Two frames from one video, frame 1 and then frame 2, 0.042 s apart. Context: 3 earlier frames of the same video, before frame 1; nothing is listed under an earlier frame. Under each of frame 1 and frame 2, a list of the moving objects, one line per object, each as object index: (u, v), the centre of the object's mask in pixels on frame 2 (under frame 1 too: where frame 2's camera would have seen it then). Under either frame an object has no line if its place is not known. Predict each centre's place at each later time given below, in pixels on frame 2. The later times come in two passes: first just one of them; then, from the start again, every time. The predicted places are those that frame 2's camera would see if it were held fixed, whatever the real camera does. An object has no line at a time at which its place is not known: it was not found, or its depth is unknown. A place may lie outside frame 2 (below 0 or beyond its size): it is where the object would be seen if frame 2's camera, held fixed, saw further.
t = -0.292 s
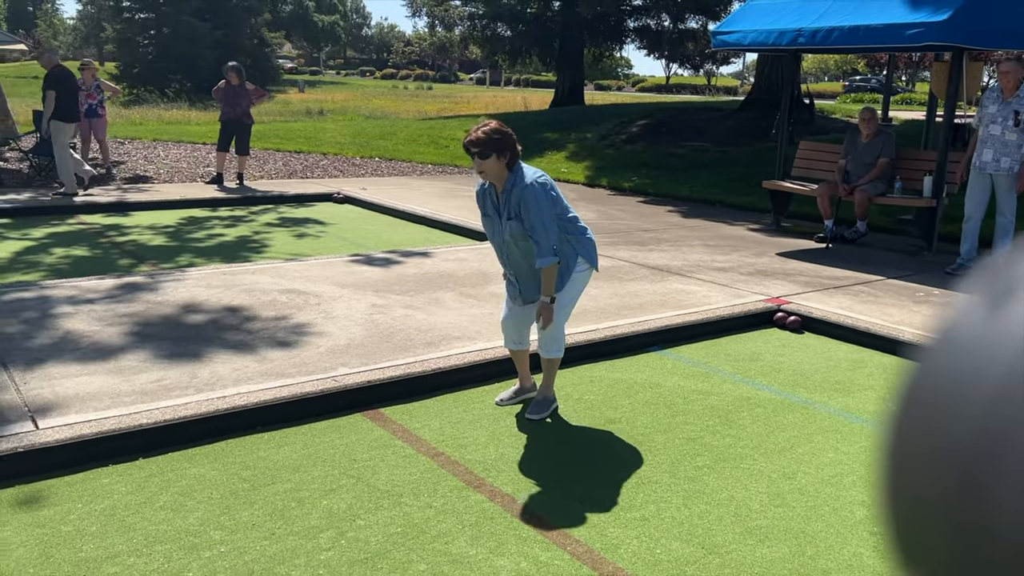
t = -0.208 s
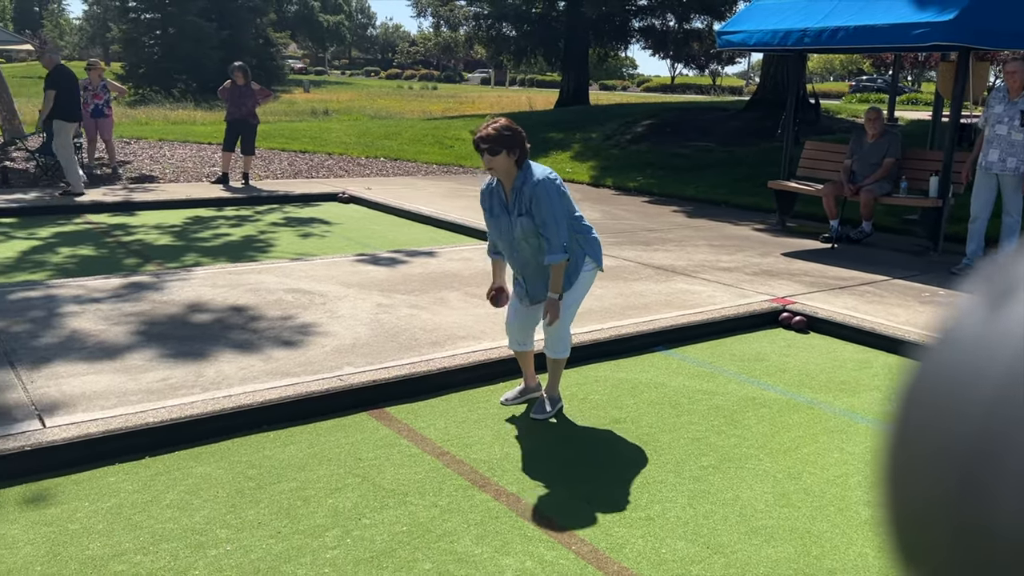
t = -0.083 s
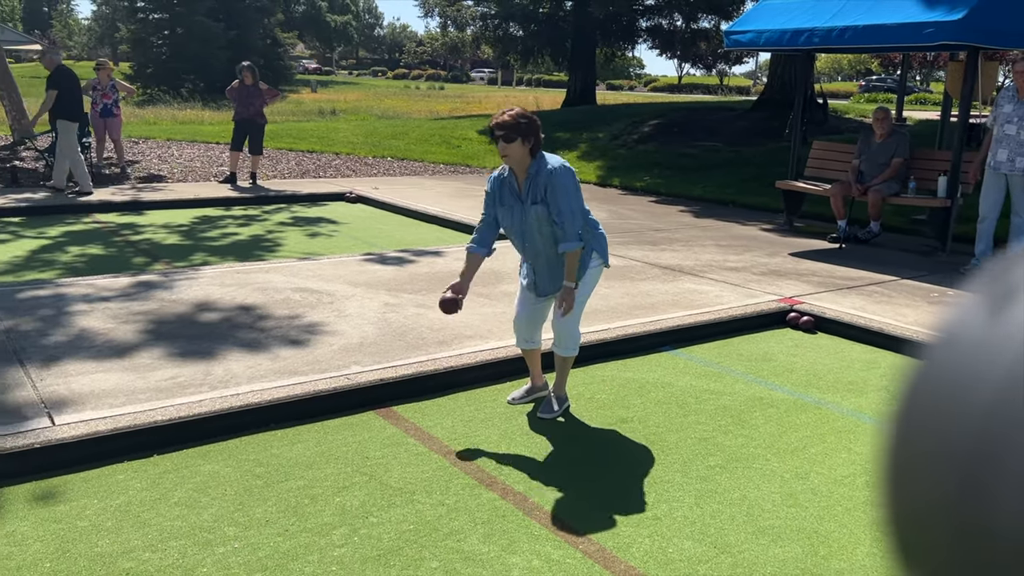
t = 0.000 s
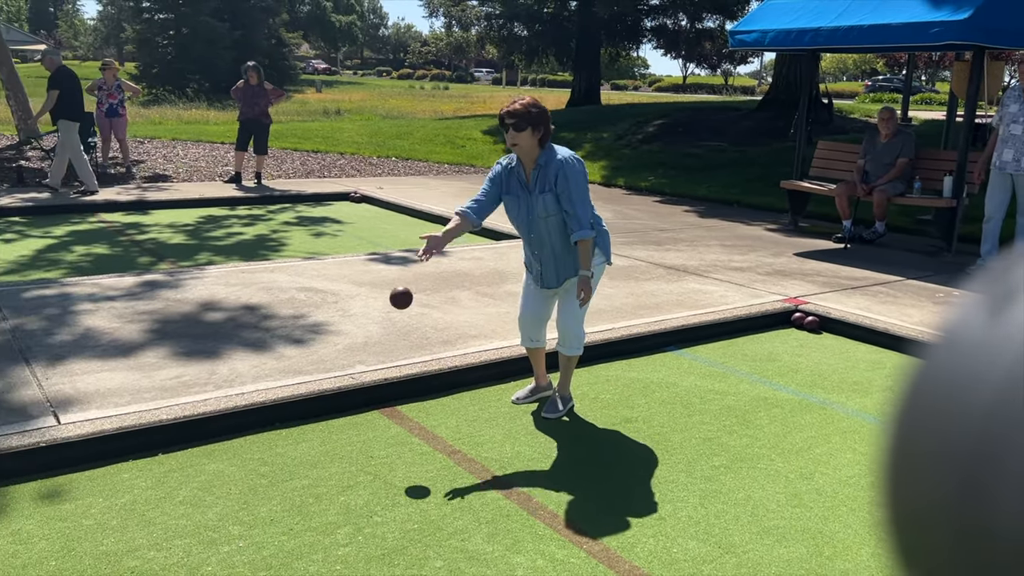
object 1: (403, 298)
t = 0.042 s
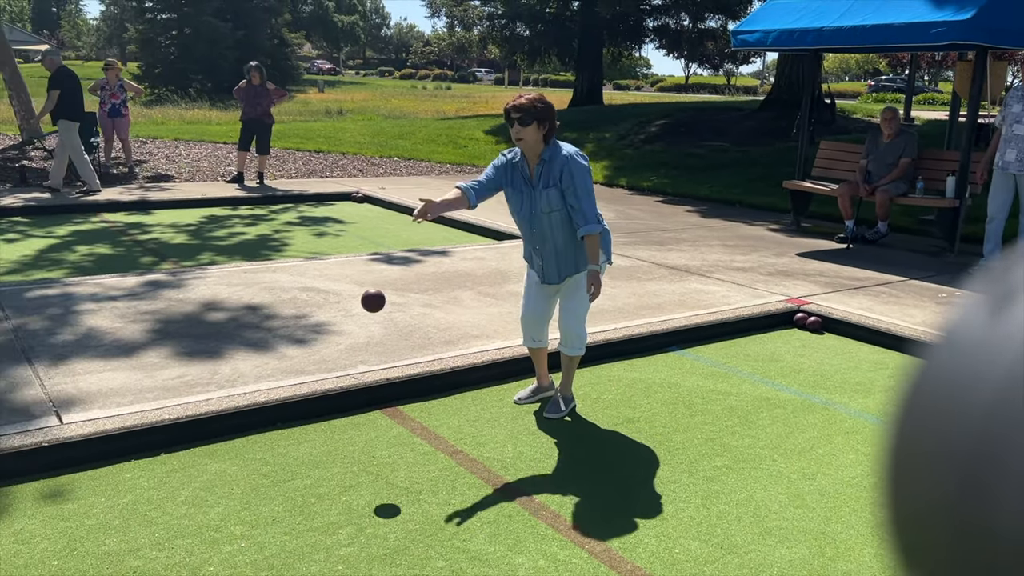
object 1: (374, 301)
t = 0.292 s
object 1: (129, 437)
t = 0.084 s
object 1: (341, 308)
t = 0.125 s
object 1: (309, 322)
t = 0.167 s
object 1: (267, 339)
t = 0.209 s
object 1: (224, 364)
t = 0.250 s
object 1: (178, 396)
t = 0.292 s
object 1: (129, 437)
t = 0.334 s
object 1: (74, 486)
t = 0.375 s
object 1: (16, 546)
